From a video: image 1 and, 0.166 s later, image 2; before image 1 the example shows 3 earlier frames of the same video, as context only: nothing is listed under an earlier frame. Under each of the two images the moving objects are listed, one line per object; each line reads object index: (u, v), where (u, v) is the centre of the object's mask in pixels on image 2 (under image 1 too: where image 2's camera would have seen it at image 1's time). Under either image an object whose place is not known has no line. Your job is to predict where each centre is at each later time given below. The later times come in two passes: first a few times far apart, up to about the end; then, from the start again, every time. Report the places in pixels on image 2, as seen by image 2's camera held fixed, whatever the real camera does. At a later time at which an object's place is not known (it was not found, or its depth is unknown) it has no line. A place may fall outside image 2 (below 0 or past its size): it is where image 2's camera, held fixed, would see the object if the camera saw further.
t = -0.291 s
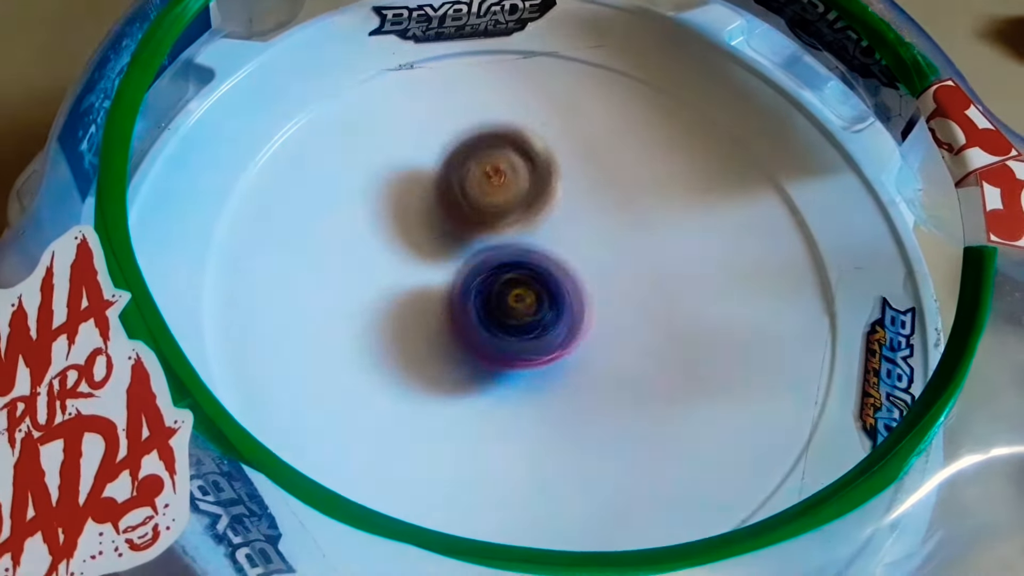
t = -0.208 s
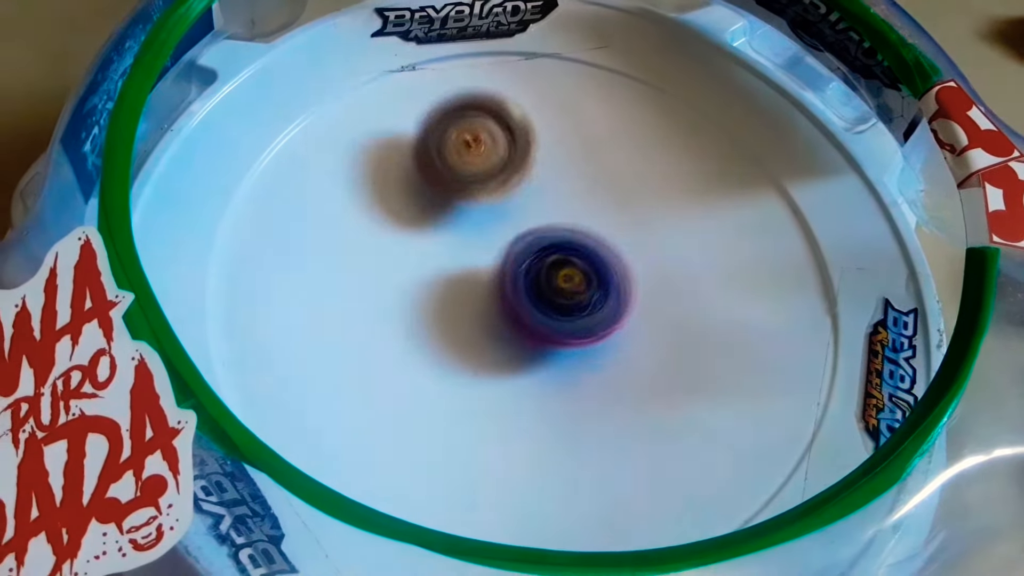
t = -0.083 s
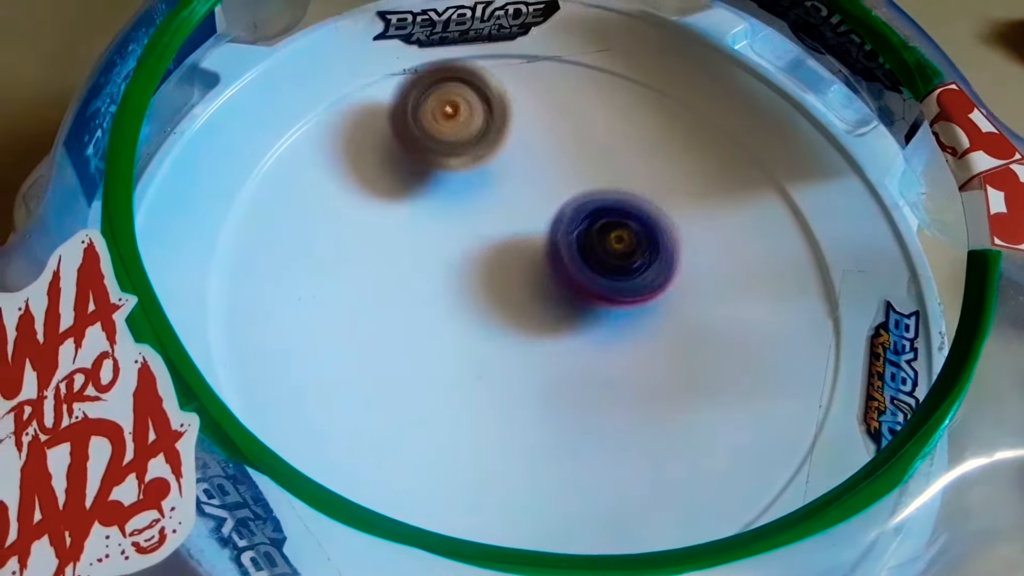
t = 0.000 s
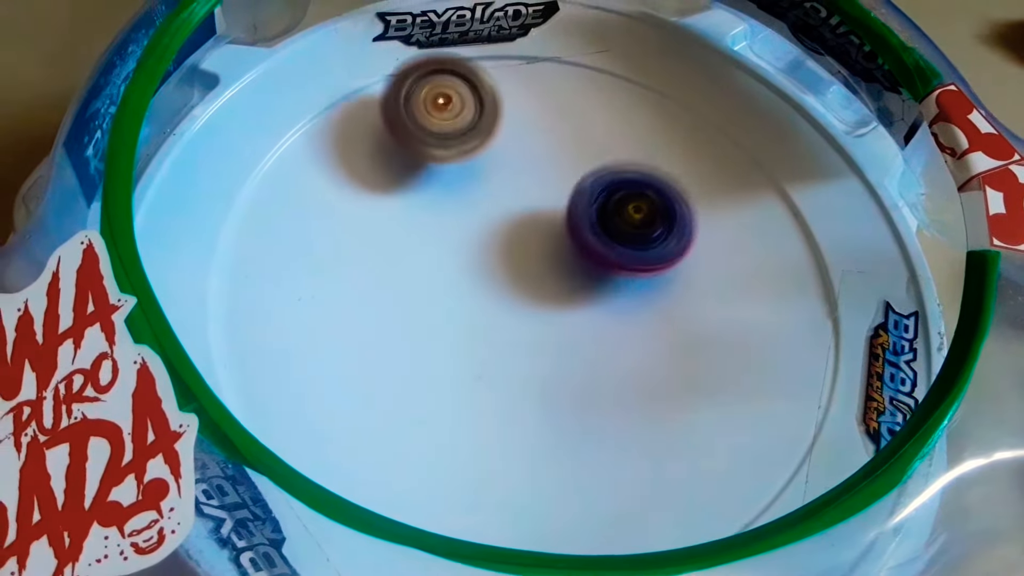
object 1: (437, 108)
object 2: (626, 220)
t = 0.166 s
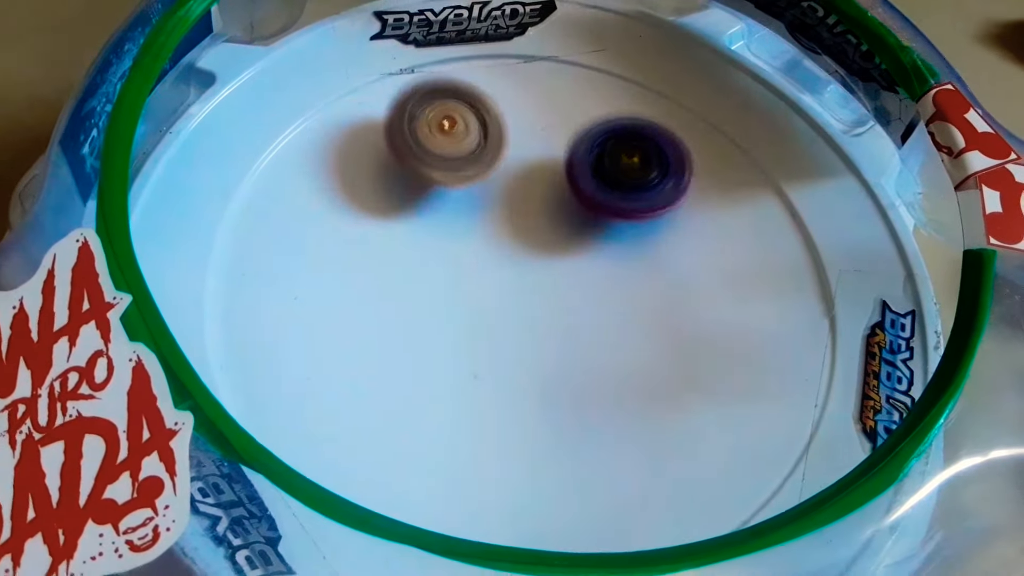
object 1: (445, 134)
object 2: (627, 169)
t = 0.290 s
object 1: (463, 193)
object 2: (590, 156)
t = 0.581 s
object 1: (450, 378)
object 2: (548, 219)
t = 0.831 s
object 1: (523, 459)
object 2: (612, 297)
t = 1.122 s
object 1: (632, 427)
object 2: (632, 258)
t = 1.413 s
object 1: (635, 288)
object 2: (505, 231)
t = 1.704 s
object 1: (570, 165)
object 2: (435, 285)
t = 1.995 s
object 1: (501, 128)
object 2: (542, 303)
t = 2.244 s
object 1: (448, 190)
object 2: (605, 221)
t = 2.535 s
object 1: (431, 294)
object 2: (552, 161)
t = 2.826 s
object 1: (483, 387)
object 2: (505, 251)
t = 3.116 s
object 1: (501, 447)
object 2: (588, 312)
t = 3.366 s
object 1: (531, 372)
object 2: (627, 260)
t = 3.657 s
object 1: (542, 281)
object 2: (574, 167)
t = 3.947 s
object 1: (567, 270)
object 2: (502, 113)
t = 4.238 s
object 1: (627, 274)
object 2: (463, 191)
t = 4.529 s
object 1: (700, 289)
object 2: (443, 266)
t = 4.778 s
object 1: (634, 227)
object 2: (539, 312)
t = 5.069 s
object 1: (539, 182)
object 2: (627, 326)
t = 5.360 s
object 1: (482, 242)
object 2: (608, 263)
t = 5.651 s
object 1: (506, 287)
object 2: (589, 190)
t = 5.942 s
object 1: (571, 305)
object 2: (538, 122)
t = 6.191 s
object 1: (579, 281)
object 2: (501, 163)
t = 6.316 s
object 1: (588, 272)
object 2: (489, 185)
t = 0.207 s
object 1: (451, 151)
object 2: (619, 161)
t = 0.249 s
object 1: (456, 170)
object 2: (606, 156)
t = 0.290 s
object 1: (463, 193)
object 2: (590, 156)
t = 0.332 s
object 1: (464, 213)
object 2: (574, 159)
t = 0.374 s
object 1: (454, 248)
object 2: (566, 159)
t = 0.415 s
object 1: (445, 281)
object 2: (558, 164)
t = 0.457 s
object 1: (442, 309)
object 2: (550, 173)
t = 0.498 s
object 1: (442, 336)
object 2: (546, 187)
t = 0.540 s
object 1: (446, 357)
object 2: (544, 203)
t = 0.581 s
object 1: (450, 378)
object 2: (548, 219)
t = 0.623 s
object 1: (457, 396)
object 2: (554, 237)
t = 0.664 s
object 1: (466, 412)
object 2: (563, 254)
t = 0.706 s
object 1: (478, 427)
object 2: (574, 270)
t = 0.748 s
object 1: (492, 440)
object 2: (587, 281)
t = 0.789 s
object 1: (507, 451)
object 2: (600, 290)
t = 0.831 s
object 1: (523, 459)
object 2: (612, 297)
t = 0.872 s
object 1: (540, 463)
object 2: (624, 299)
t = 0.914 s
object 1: (556, 464)
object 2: (635, 298)
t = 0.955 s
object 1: (573, 462)
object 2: (643, 295)
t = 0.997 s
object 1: (589, 458)
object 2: (647, 289)
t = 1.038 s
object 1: (603, 451)
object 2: (646, 279)
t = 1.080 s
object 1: (620, 440)
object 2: (641, 269)
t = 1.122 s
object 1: (632, 427)
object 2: (632, 258)
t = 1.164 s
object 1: (642, 412)
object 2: (619, 249)
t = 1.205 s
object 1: (649, 394)
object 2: (602, 241)
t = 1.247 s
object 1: (652, 374)
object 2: (583, 234)
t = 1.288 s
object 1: (653, 353)
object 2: (563, 230)
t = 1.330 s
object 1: (649, 332)
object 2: (543, 229)
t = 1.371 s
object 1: (643, 310)
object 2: (523, 229)
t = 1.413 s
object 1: (635, 288)
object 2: (505, 231)
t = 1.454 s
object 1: (626, 267)
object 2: (489, 234)
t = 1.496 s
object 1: (616, 248)
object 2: (473, 238)
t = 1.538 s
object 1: (606, 229)
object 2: (460, 244)
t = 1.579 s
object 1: (597, 211)
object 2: (449, 252)
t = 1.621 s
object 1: (590, 194)
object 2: (440, 261)
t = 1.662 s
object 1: (580, 178)
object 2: (435, 273)
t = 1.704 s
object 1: (570, 165)
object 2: (435, 285)
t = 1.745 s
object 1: (562, 154)
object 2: (441, 297)
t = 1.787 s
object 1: (553, 143)
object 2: (453, 308)
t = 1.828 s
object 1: (544, 135)
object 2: (468, 315)
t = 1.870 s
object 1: (533, 130)
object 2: (484, 317)
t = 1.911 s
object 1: (522, 127)
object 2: (504, 316)
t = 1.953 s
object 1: (512, 126)
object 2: (524, 311)
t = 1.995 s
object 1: (501, 128)
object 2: (542, 303)
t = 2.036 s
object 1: (492, 134)
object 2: (559, 292)
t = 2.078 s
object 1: (481, 142)
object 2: (573, 280)
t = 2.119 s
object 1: (472, 152)
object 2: (586, 266)
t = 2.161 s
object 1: (463, 163)
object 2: (595, 250)
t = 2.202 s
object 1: (455, 176)
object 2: (602, 235)
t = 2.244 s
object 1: (448, 190)
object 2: (605, 221)
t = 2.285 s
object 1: (442, 205)
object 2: (606, 206)
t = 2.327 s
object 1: (436, 218)
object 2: (604, 193)
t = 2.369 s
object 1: (430, 234)
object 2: (600, 181)
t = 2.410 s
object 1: (428, 249)
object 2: (591, 171)
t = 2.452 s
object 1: (428, 264)
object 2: (580, 164)
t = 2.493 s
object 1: (427, 280)
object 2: (567, 160)
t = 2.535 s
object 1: (431, 294)
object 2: (552, 161)
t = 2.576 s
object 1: (435, 310)
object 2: (536, 164)
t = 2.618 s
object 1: (440, 326)
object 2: (521, 173)
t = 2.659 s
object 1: (447, 340)
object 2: (510, 186)
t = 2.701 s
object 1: (456, 354)
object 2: (503, 201)
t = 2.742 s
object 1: (464, 366)
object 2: (500, 218)
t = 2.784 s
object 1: (473, 378)
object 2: (502, 234)
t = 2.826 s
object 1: (483, 387)
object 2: (505, 251)
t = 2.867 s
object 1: (492, 393)
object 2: (511, 268)
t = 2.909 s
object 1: (498, 404)
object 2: (521, 279)
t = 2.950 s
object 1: (499, 416)
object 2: (533, 287)
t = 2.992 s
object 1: (500, 429)
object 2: (547, 296)
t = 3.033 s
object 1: (501, 441)
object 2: (561, 304)
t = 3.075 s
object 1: (502, 447)
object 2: (575, 310)
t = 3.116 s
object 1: (501, 447)
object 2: (588, 312)
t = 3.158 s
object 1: (501, 445)
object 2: (602, 311)
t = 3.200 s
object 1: (502, 438)
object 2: (616, 306)
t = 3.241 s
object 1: (506, 425)
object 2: (625, 298)
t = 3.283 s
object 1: (514, 408)
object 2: (630, 286)
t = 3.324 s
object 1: (521, 391)
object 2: (632, 272)
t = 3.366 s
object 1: (531, 372)
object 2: (627, 260)
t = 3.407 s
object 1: (540, 355)
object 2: (620, 247)
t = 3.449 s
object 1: (549, 338)
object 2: (611, 235)
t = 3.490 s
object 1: (547, 331)
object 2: (605, 213)
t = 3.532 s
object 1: (545, 320)
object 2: (599, 197)
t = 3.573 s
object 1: (544, 310)
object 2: (592, 185)
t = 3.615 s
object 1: (543, 296)
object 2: (583, 175)
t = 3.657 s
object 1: (542, 281)
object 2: (574, 167)
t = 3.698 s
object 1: (547, 272)
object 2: (562, 156)
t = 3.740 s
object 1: (552, 276)
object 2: (550, 137)
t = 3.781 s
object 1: (556, 276)
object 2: (540, 123)
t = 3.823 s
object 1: (559, 275)
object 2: (531, 117)
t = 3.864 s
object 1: (562, 274)
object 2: (521, 113)
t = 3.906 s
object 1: (564, 273)
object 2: (511, 111)
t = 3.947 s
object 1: (567, 270)
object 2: (502, 113)
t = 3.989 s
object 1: (570, 267)
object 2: (493, 119)
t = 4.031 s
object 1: (571, 263)
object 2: (486, 130)
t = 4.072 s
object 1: (571, 259)
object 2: (482, 147)
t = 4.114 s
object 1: (574, 256)
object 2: (483, 163)
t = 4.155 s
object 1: (583, 260)
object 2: (481, 174)
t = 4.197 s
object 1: (592, 260)
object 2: (480, 186)
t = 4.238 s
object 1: (627, 274)
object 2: (463, 191)
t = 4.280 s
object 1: (657, 284)
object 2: (448, 194)
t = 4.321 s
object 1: (676, 293)
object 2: (437, 202)
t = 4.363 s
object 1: (688, 297)
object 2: (430, 212)
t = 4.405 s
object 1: (696, 298)
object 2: (427, 224)
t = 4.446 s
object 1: (700, 298)
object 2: (428, 239)
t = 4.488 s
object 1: (700, 295)
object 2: (432, 253)
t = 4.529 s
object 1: (700, 289)
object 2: (443, 266)
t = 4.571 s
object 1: (696, 282)
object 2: (456, 279)
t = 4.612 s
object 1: (686, 273)
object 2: (470, 289)
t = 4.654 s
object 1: (674, 261)
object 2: (489, 298)
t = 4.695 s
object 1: (661, 249)
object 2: (505, 305)
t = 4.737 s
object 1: (646, 238)
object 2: (521, 308)
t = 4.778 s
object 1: (634, 227)
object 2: (539, 312)
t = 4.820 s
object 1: (621, 219)
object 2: (554, 315)
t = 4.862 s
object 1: (608, 210)
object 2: (569, 314)
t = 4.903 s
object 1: (595, 202)
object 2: (585, 317)
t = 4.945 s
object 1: (580, 191)
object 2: (595, 322)
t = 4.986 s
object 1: (566, 183)
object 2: (605, 324)
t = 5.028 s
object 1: (553, 182)
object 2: (616, 326)
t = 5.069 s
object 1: (539, 182)
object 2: (627, 326)
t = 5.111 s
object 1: (528, 183)
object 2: (633, 321)
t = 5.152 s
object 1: (517, 188)
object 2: (635, 315)
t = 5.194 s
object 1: (506, 195)
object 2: (635, 305)
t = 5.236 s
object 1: (499, 203)
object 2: (629, 294)
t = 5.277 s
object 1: (493, 215)
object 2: (622, 284)
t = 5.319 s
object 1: (489, 229)
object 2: (611, 271)
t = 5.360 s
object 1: (482, 242)
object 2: (608, 263)
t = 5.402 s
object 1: (474, 247)
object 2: (610, 251)
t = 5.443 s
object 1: (470, 252)
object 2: (609, 241)
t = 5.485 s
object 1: (473, 259)
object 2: (607, 231)
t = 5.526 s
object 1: (481, 266)
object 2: (603, 220)
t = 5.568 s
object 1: (491, 272)
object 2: (595, 211)
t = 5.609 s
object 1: (499, 281)
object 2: (592, 202)
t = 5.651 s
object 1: (506, 287)
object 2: (589, 190)
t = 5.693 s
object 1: (518, 288)
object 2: (584, 182)
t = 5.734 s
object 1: (526, 288)
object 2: (578, 175)
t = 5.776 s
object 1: (541, 280)
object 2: (569, 169)
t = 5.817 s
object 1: (551, 279)
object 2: (561, 165)
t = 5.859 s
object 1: (557, 294)
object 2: (552, 144)
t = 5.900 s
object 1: (565, 303)
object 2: (545, 130)
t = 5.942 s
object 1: (571, 305)
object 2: (538, 122)
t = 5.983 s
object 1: (578, 305)
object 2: (530, 119)
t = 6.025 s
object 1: (579, 303)
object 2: (522, 118)
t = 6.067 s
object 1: (584, 298)
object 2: (514, 122)
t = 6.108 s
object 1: (583, 294)
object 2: (507, 133)
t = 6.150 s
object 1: (582, 288)
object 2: (502, 147)
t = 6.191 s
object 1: (579, 281)
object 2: (501, 163)
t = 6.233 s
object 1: (578, 273)
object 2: (500, 178)
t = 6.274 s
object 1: (585, 274)
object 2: (495, 181)
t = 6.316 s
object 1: (588, 272)
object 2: (489, 185)
